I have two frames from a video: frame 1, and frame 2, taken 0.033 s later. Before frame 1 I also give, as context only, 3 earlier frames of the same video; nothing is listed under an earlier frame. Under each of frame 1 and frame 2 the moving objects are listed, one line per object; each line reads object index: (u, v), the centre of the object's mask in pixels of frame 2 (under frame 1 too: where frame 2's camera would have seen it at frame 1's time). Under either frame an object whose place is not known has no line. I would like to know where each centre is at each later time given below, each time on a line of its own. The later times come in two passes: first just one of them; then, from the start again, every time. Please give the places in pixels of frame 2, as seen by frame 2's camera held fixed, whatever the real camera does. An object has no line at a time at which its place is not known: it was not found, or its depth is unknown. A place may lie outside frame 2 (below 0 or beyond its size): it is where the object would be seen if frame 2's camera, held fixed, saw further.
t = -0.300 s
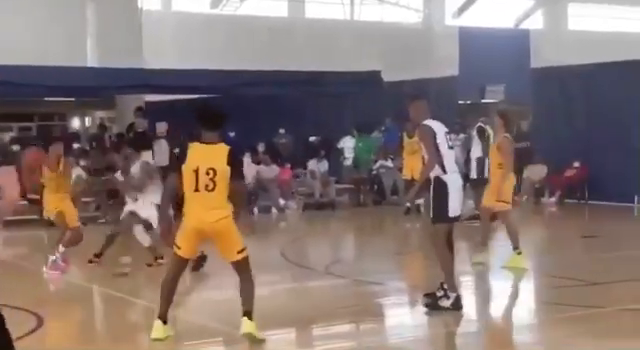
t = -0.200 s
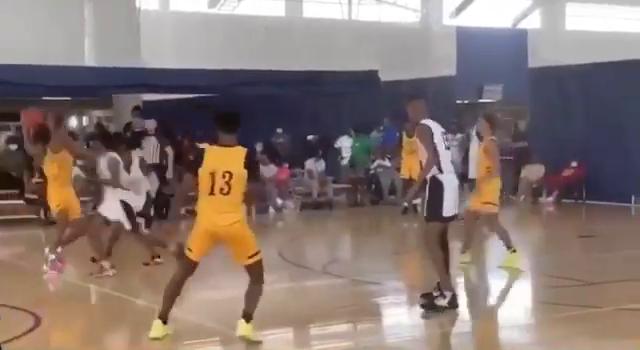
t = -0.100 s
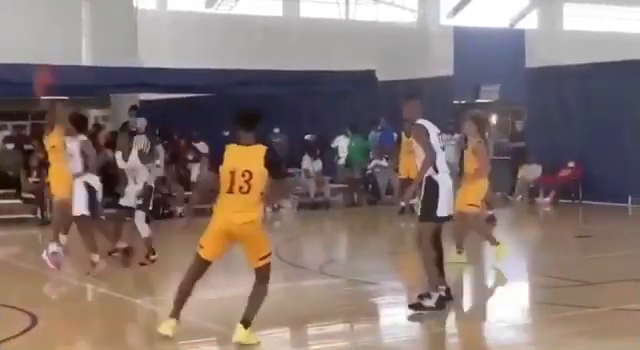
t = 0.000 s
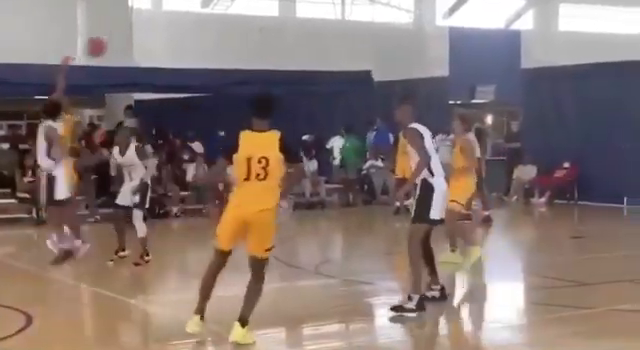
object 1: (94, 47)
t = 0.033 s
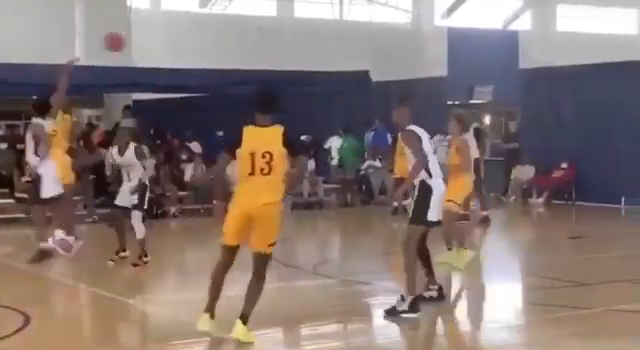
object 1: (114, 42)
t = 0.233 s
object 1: (242, 30)
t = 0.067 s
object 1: (135, 37)
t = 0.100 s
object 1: (157, 34)
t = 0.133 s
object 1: (178, 32)
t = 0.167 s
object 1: (200, 30)
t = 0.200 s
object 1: (221, 30)
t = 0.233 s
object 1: (242, 30)
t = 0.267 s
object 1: (263, 30)
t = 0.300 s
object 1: (284, 32)
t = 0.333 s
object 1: (304, 35)
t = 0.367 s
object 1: (325, 38)
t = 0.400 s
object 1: (345, 43)
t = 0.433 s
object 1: (367, 48)
